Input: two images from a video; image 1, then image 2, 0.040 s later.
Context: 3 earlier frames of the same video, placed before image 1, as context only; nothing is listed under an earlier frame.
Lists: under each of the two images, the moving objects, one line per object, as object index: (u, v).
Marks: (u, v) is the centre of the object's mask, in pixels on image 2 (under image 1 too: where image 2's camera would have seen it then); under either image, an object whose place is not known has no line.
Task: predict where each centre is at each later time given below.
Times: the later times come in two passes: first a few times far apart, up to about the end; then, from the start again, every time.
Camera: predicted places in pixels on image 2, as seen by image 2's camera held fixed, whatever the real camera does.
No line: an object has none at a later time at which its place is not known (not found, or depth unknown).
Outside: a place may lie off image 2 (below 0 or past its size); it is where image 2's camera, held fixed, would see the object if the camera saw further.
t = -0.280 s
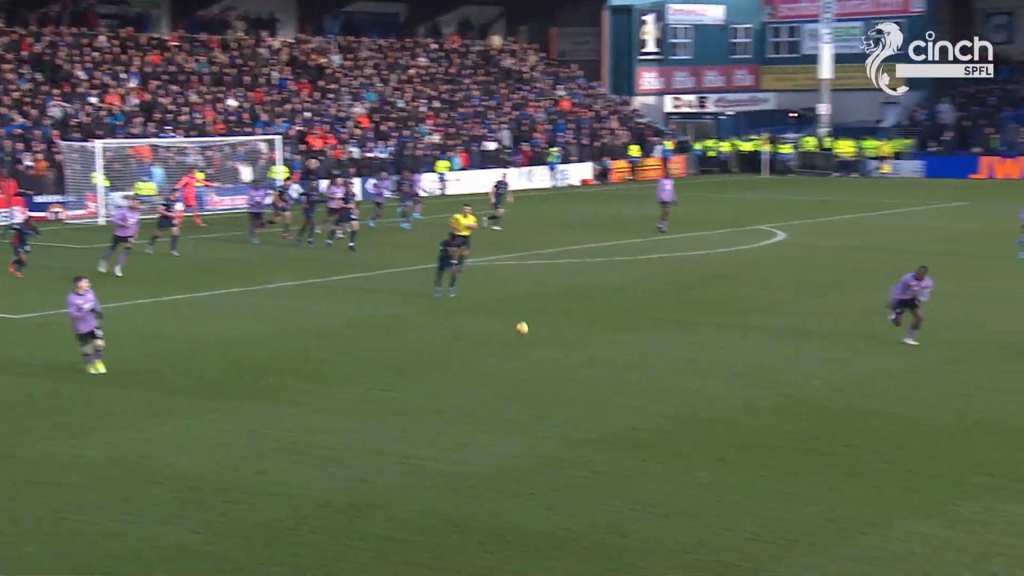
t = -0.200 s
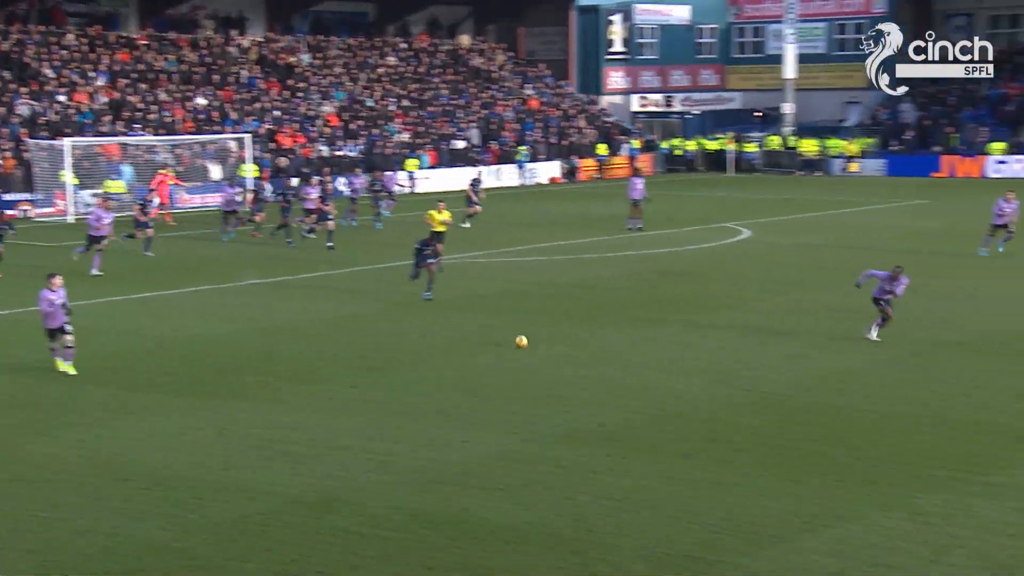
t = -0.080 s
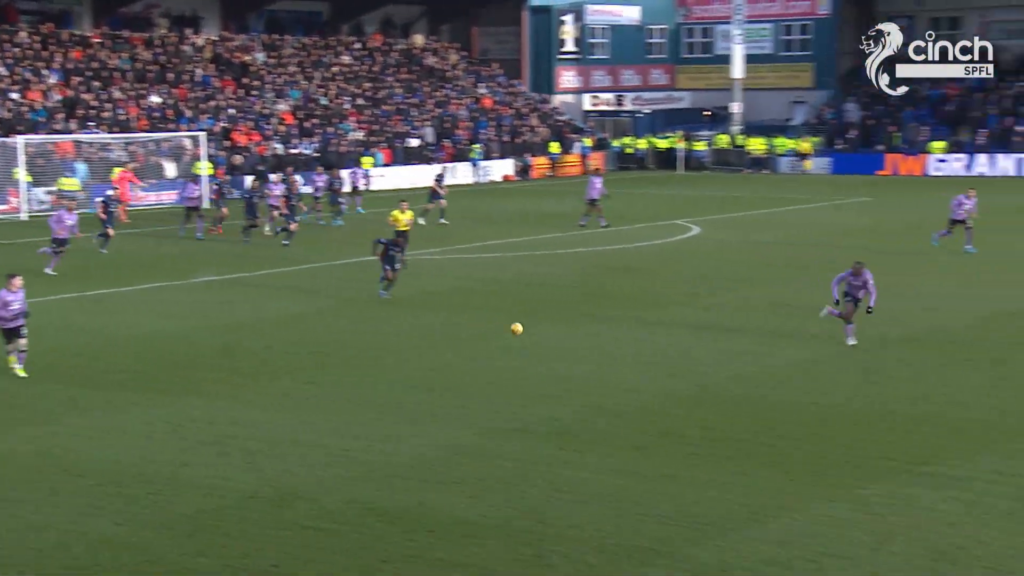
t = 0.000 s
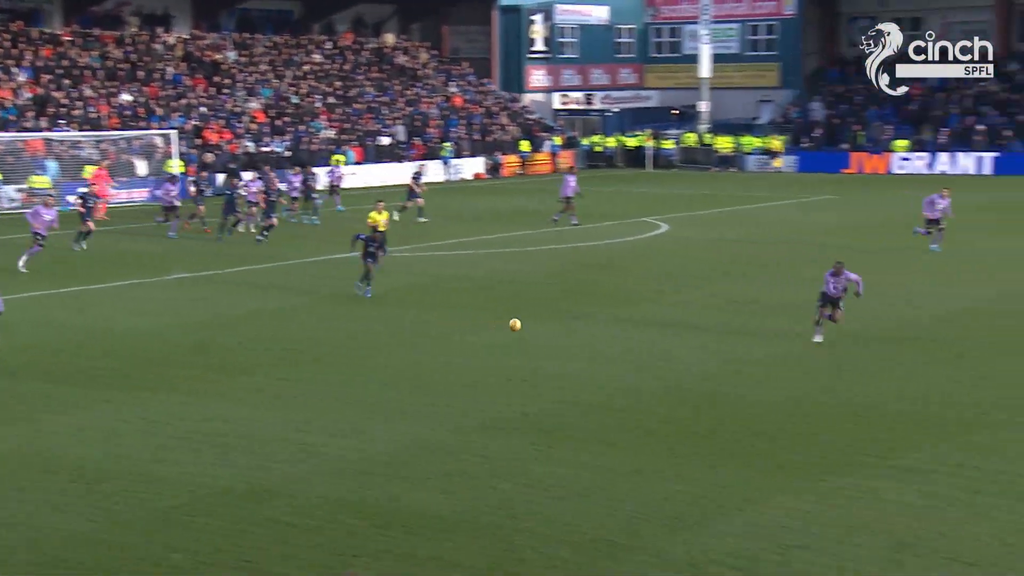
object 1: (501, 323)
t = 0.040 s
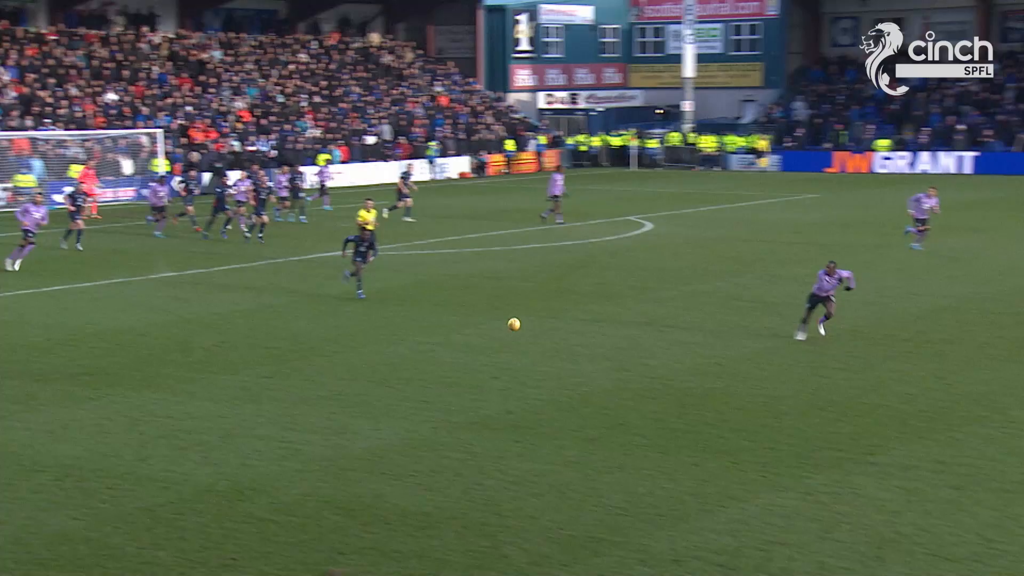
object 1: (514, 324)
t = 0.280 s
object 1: (596, 352)
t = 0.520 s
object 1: (686, 356)
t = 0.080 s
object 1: (527, 326)
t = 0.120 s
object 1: (541, 329)
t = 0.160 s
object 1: (555, 333)
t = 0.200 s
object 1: (569, 338)
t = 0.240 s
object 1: (582, 345)
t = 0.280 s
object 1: (596, 352)
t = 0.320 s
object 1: (611, 360)
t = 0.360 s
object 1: (625, 358)
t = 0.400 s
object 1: (641, 356)
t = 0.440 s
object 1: (655, 355)
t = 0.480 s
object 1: (671, 355)
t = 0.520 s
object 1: (686, 356)
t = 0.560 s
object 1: (702, 358)
